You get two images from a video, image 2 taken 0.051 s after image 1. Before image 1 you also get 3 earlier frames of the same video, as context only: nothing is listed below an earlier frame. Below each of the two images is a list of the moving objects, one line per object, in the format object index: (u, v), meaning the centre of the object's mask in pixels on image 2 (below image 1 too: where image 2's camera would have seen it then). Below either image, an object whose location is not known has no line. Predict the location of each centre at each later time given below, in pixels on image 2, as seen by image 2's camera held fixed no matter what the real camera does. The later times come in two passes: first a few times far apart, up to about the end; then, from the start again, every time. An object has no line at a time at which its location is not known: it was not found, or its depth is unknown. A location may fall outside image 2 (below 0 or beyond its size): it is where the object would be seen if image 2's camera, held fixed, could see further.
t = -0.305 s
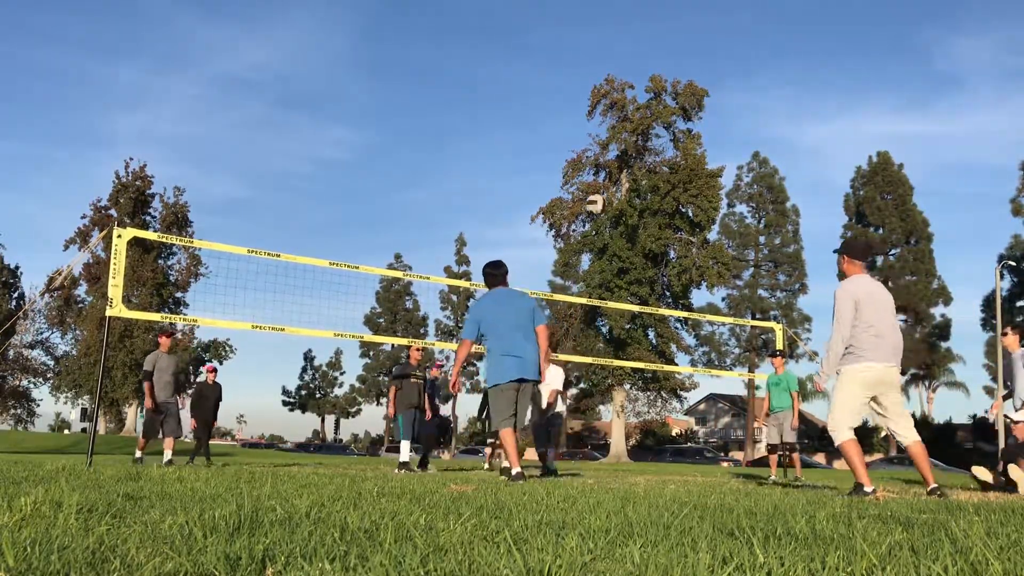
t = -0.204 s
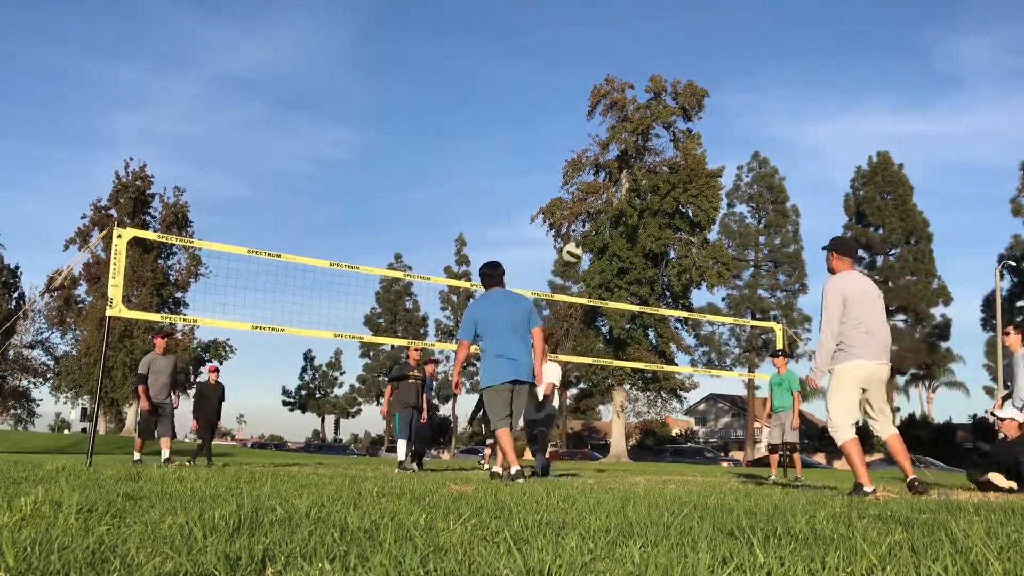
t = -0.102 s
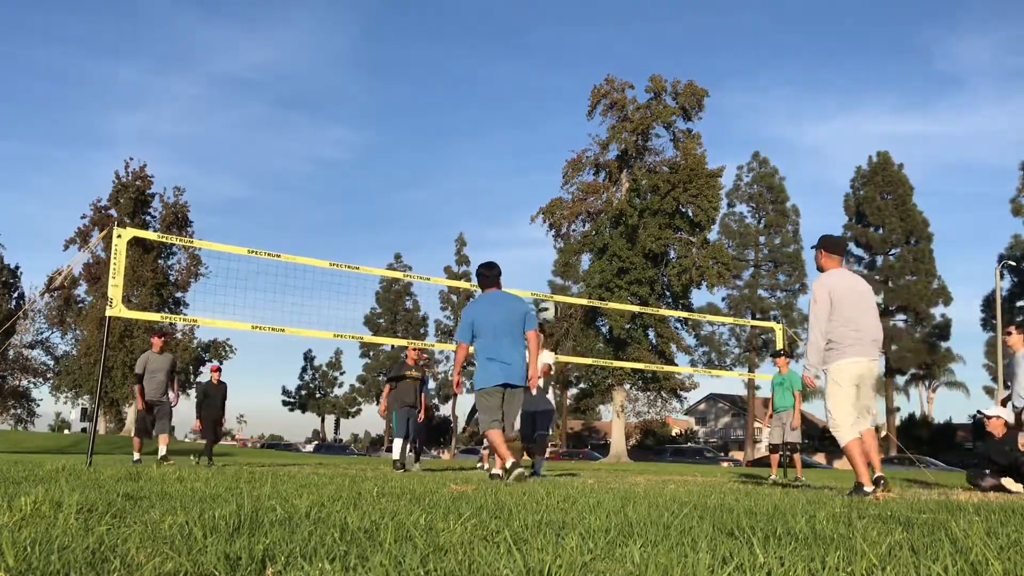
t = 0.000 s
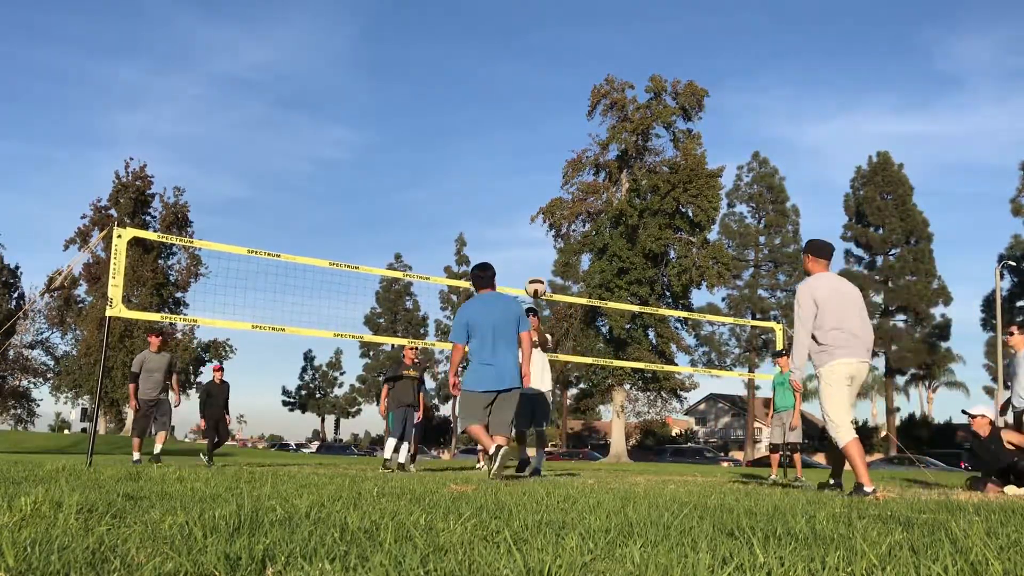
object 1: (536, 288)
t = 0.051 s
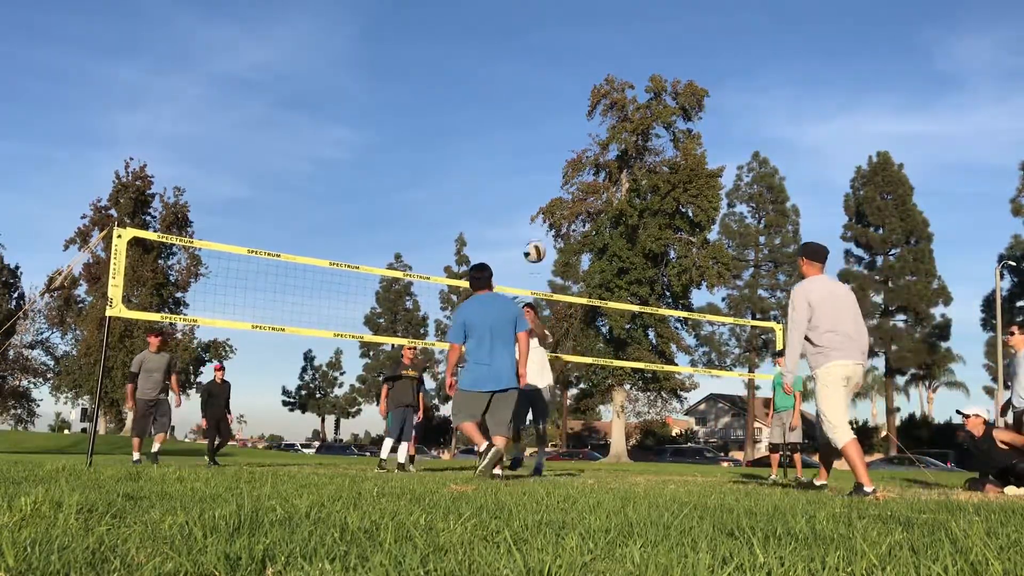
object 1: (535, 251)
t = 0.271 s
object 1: (528, 131)
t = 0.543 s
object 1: (520, 46)
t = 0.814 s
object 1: (511, 27)
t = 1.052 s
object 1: (503, 61)
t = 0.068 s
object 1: (534, 241)
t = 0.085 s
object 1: (533, 231)
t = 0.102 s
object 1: (533, 220)
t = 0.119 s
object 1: (533, 210)
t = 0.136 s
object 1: (533, 200)
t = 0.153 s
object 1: (532, 190)
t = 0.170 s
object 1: (532, 181)
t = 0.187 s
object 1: (530, 171)
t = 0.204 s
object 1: (530, 163)
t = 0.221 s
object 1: (530, 154)
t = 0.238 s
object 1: (530, 146)
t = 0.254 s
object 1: (529, 138)
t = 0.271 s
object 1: (528, 131)
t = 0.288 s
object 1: (527, 123)
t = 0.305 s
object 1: (527, 116)
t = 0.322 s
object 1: (526, 109)
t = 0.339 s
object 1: (526, 103)
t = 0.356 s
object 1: (525, 97)
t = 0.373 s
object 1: (525, 91)
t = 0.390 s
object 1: (524, 85)
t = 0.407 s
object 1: (524, 80)
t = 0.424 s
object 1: (524, 75)
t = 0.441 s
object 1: (523, 70)
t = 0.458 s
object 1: (523, 65)
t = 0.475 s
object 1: (522, 61)
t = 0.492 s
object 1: (522, 57)
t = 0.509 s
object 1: (521, 53)
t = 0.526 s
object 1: (520, 50)
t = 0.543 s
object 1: (520, 46)
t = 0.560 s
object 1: (519, 43)
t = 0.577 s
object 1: (519, 40)
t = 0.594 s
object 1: (518, 38)
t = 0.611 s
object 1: (518, 35)
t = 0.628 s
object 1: (517, 33)
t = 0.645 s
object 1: (517, 31)
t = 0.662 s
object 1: (516, 30)
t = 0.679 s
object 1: (516, 29)
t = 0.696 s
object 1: (515, 28)
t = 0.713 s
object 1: (515, 27)
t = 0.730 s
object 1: (514, 26)
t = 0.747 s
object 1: (514, 26)
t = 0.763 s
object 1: (513, 26)
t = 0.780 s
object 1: (513, 26)
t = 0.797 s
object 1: (512, 26)
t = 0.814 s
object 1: (511, 27)
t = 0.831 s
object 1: (511, 28)
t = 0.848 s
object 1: (510, 28)
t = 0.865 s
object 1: (510, 30)
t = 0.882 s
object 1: (509, 32)
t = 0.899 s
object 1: (508, 34)
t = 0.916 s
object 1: (508, 36)
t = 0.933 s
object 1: (507, 38)
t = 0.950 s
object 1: (507, 41)
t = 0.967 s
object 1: (506, 43)
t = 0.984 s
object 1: (506, 47)
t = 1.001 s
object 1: (505, 50)
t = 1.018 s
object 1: (504, 53)
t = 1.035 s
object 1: (504, 57)
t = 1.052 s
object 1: (503, 61)
